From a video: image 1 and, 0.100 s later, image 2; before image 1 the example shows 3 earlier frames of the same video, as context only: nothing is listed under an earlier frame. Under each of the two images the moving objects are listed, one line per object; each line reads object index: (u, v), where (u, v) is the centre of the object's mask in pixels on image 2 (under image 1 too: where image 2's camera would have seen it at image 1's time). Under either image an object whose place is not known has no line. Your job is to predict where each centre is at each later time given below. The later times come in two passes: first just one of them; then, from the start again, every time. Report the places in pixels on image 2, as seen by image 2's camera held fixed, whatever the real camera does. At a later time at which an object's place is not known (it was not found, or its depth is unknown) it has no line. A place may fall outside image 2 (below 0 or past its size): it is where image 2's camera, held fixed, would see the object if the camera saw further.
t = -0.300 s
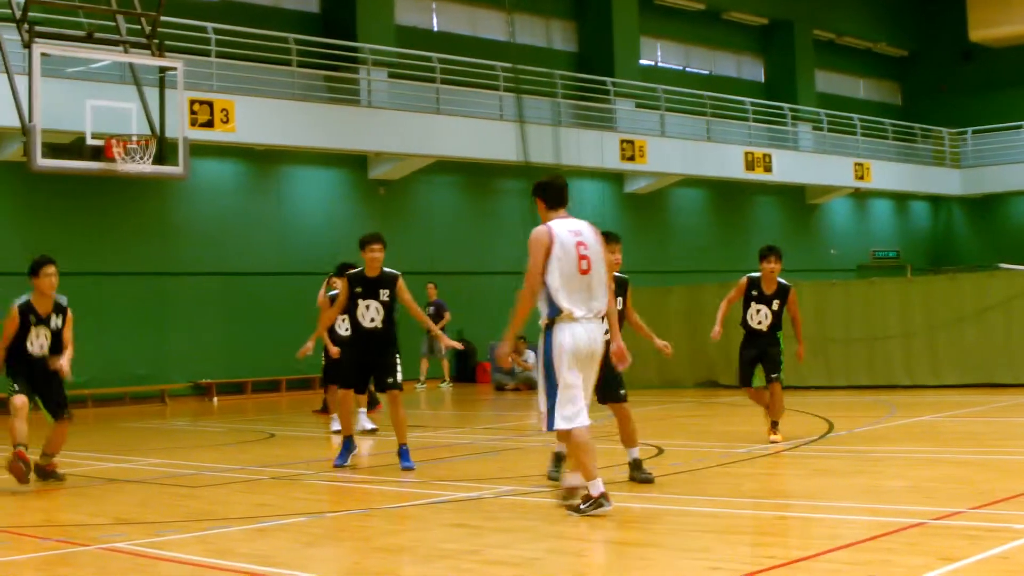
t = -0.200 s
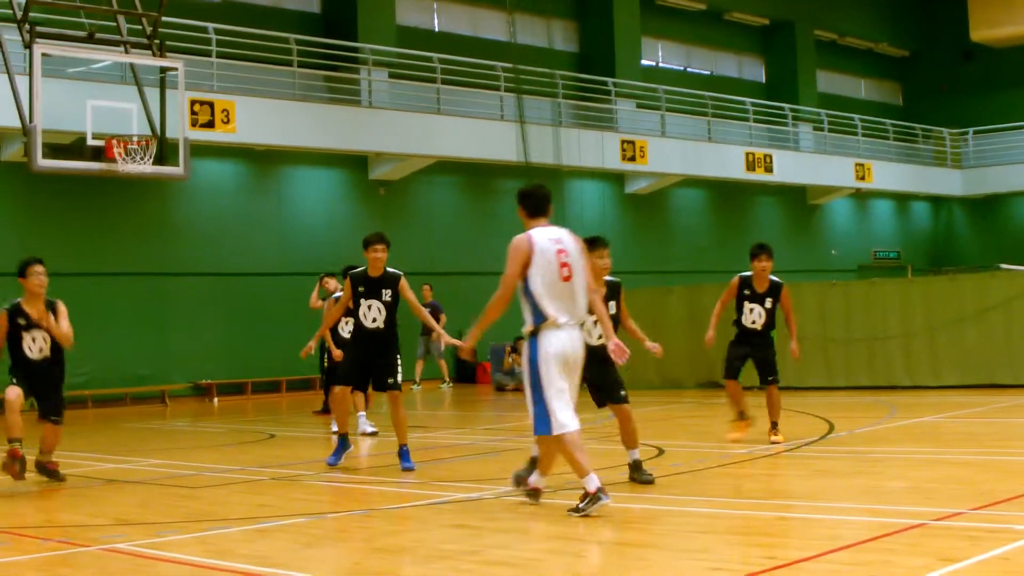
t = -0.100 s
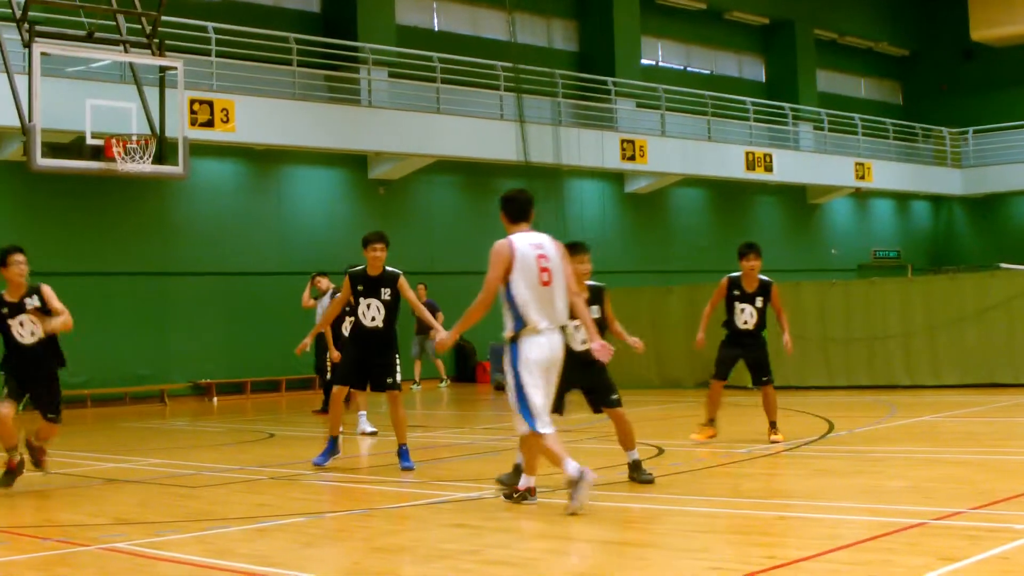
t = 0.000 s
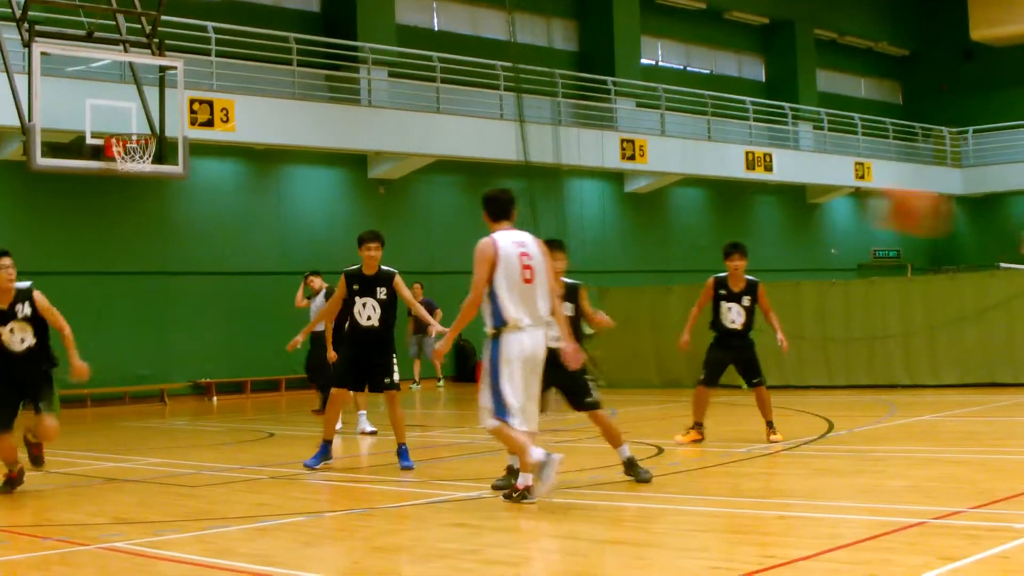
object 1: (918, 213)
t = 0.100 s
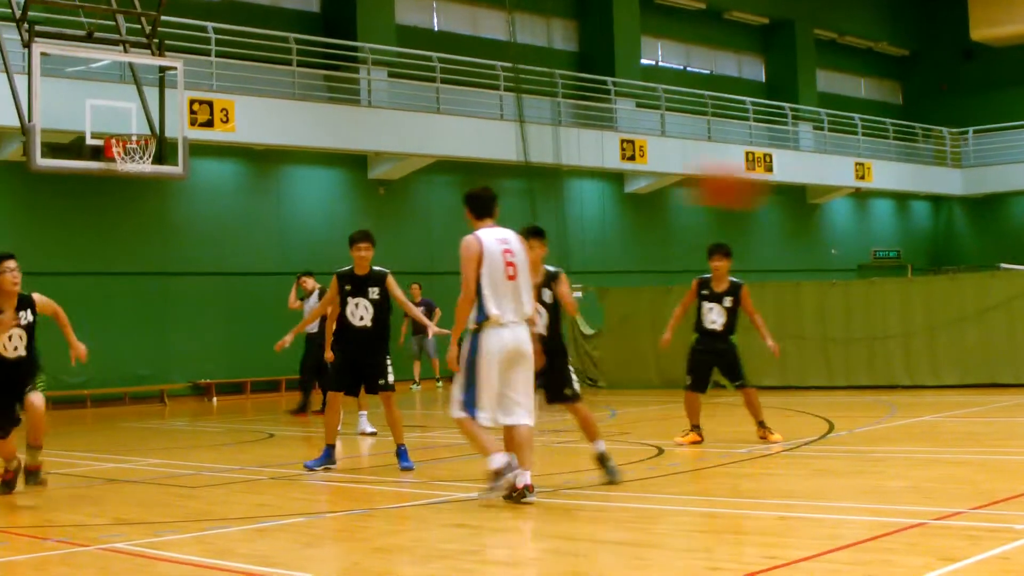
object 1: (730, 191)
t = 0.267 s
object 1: (386, 176)
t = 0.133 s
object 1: (660, 182)
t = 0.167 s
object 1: (587, 178)
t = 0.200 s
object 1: (521, 179)
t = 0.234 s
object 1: (455, 179)
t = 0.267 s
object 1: (386, 176)
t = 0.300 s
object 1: (311, 180)
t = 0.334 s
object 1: (240, 187)
